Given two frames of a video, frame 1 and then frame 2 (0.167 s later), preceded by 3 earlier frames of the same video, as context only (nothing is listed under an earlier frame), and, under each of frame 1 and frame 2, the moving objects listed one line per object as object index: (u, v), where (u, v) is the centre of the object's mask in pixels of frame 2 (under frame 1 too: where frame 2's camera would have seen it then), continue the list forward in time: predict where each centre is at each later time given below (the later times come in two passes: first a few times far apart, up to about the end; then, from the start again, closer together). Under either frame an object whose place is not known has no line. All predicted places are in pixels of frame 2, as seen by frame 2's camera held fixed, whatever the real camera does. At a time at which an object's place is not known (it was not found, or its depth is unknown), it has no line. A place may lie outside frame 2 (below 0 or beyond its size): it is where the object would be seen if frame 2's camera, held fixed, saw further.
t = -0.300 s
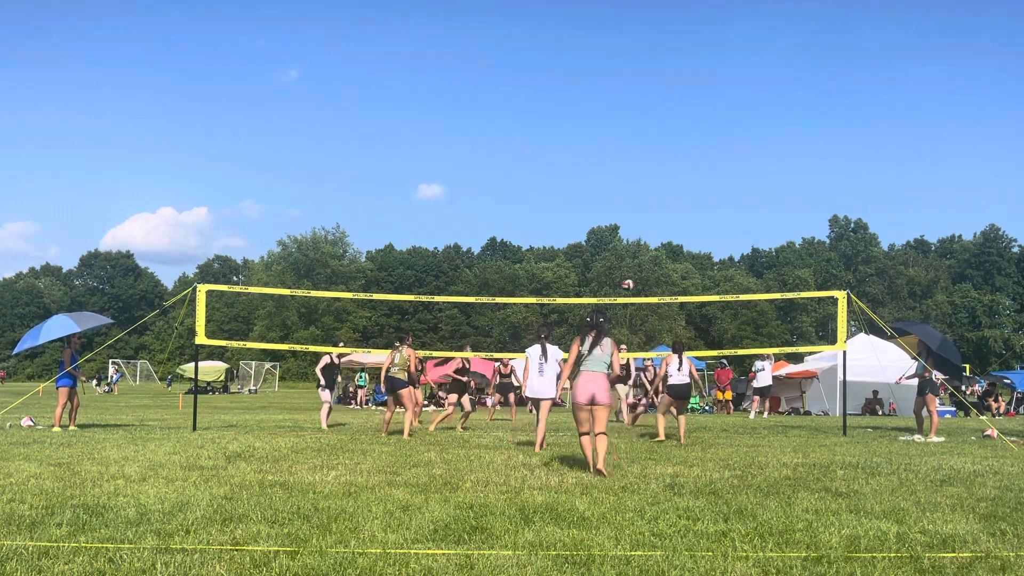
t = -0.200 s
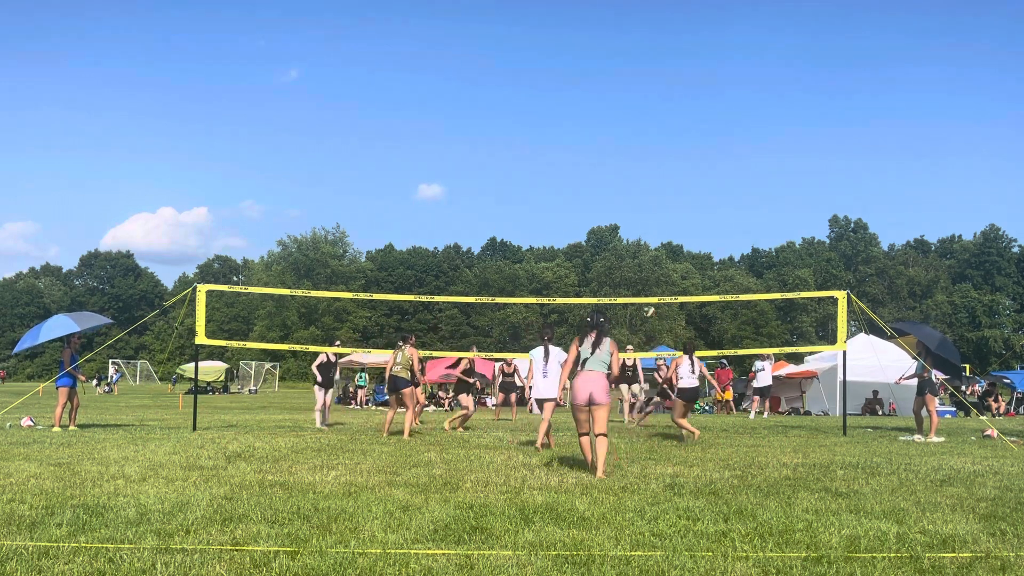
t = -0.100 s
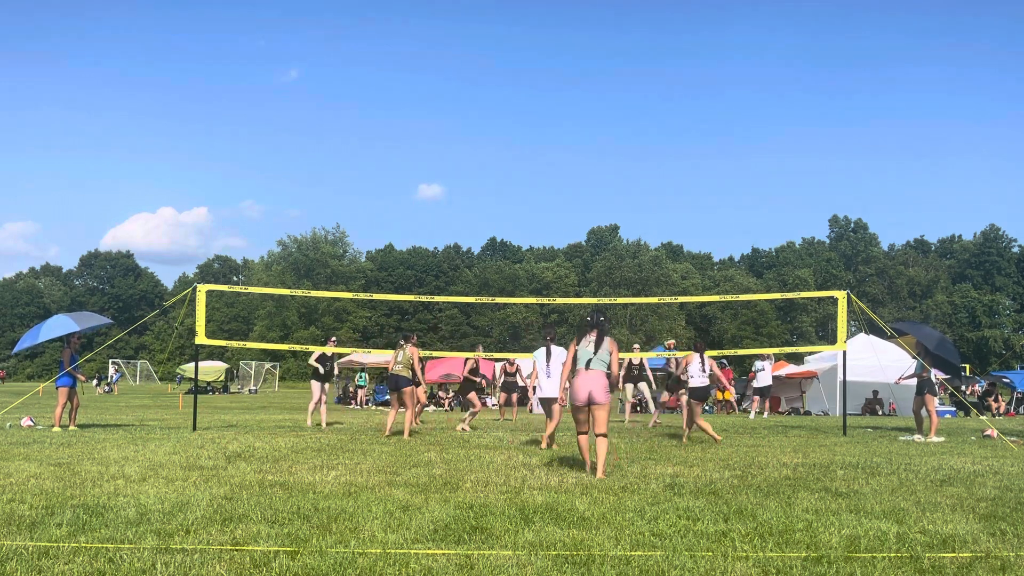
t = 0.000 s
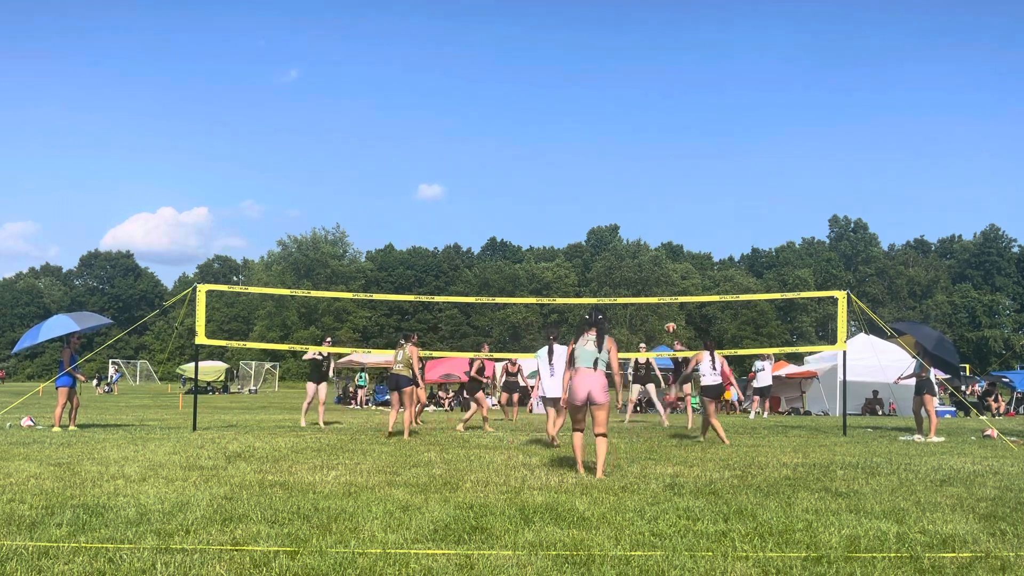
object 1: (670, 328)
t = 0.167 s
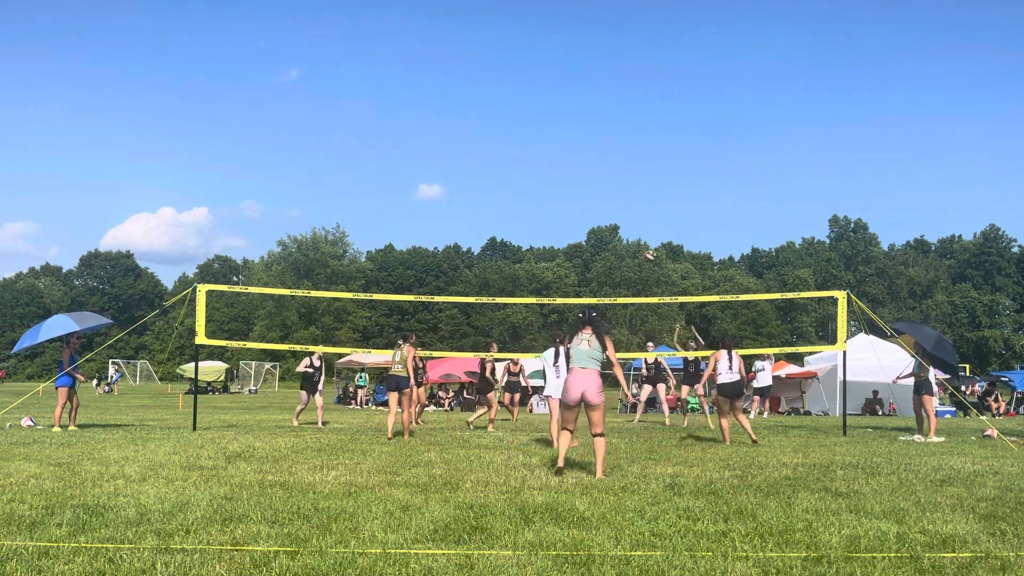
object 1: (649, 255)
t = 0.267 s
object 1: (638, 222)
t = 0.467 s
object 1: (617, 173)
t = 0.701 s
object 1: (596, 146)
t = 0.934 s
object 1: (575, 150)
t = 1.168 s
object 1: (555, 182)
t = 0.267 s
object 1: (638, 222)
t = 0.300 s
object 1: (634, 213)
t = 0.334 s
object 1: (631, 204)
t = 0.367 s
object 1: (627, 195)
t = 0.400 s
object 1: (624, 187)
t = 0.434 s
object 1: (621, 180)
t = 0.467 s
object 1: (617, 173)
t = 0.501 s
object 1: (614, 168)
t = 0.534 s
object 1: (611, 163)
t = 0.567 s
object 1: (608, 158)
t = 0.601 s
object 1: (605, 154)
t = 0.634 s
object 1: (602, 151)
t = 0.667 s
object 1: (599, 148)
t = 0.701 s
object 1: (596, 146)
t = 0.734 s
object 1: (593, 145)
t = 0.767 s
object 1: (590, 144)
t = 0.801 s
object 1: (587, 144)
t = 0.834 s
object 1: (584, 145)
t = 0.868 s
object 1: (581, 146)
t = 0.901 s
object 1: (578, 147)
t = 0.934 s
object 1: (575, 150)
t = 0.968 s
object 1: (572, 153)
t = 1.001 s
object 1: (569, 156)
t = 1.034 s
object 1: (566, 160)
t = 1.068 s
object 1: (563, 164)
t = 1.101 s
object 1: (561, 170)
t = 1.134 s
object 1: (558, 176)
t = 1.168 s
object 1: (555, 182)
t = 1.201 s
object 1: (553, 188)
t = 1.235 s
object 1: (550, 196)
